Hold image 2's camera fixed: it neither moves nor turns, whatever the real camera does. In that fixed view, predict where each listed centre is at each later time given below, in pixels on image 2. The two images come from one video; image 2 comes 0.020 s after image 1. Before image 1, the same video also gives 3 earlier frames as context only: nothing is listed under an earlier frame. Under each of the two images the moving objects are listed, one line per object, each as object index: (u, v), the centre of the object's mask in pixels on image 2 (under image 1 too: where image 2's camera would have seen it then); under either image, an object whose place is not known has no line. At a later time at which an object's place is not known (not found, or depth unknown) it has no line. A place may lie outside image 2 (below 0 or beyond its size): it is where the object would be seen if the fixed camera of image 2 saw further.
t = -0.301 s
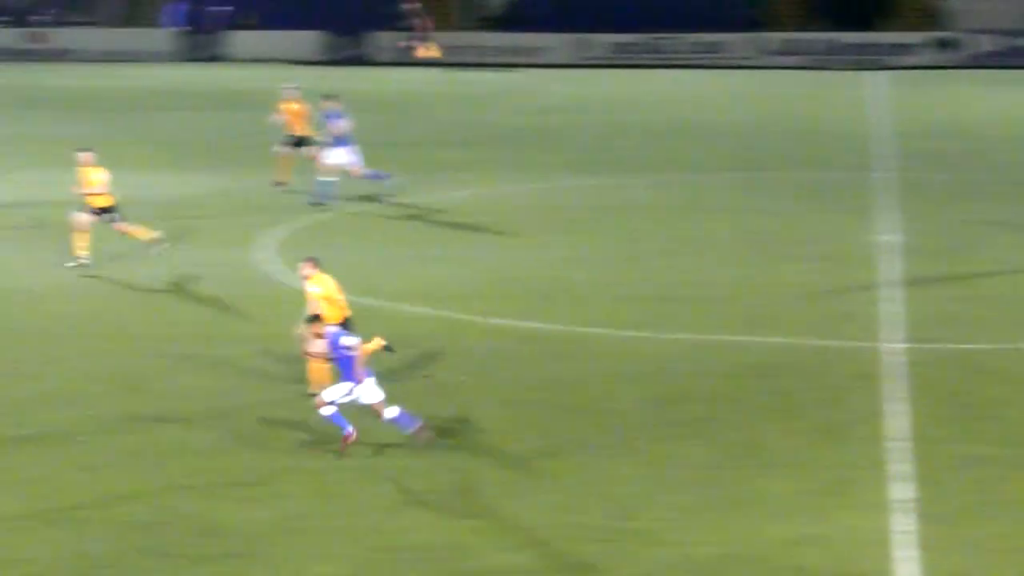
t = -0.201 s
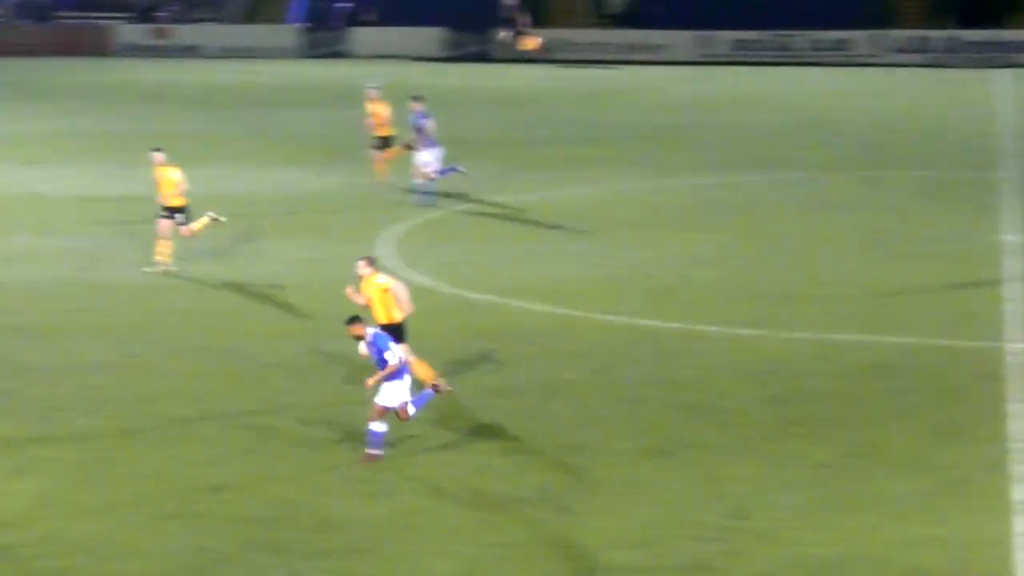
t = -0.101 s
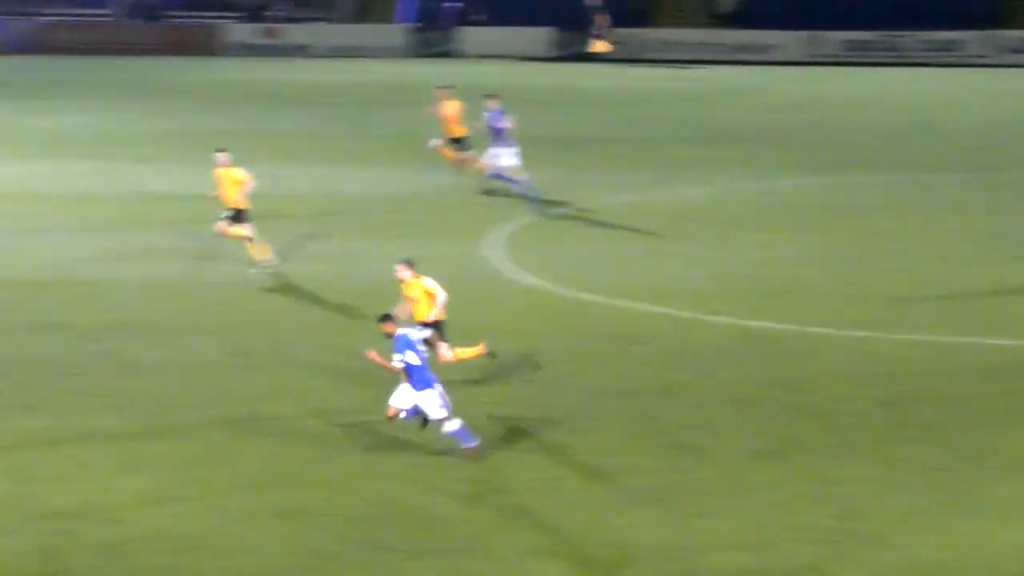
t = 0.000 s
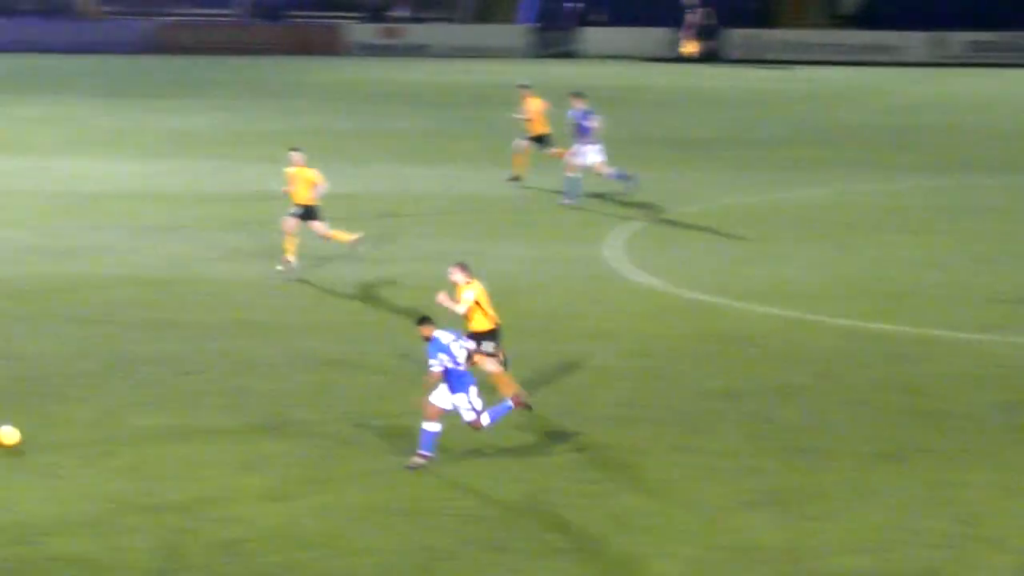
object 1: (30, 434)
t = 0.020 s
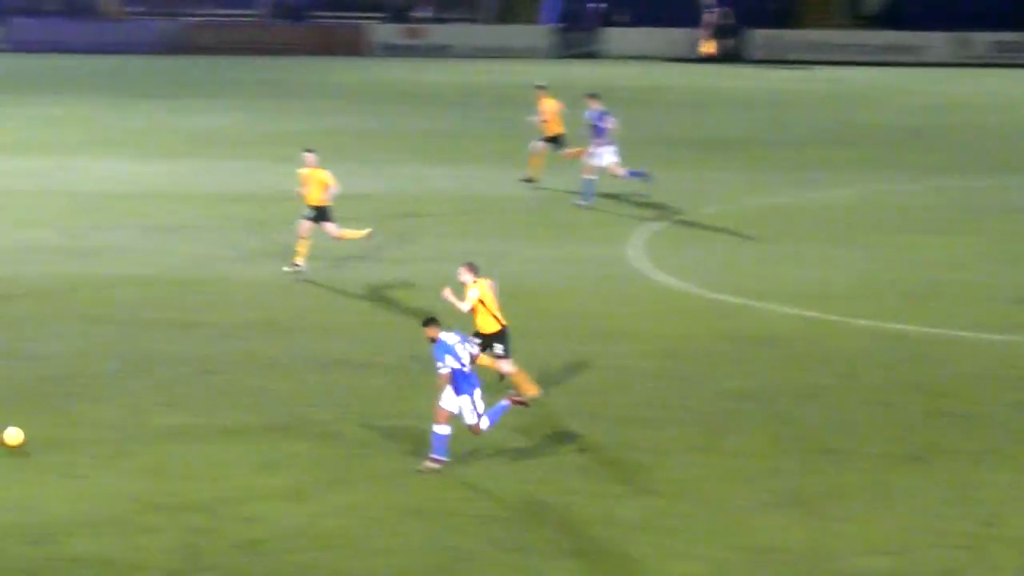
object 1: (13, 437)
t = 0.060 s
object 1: (-20, 440)
